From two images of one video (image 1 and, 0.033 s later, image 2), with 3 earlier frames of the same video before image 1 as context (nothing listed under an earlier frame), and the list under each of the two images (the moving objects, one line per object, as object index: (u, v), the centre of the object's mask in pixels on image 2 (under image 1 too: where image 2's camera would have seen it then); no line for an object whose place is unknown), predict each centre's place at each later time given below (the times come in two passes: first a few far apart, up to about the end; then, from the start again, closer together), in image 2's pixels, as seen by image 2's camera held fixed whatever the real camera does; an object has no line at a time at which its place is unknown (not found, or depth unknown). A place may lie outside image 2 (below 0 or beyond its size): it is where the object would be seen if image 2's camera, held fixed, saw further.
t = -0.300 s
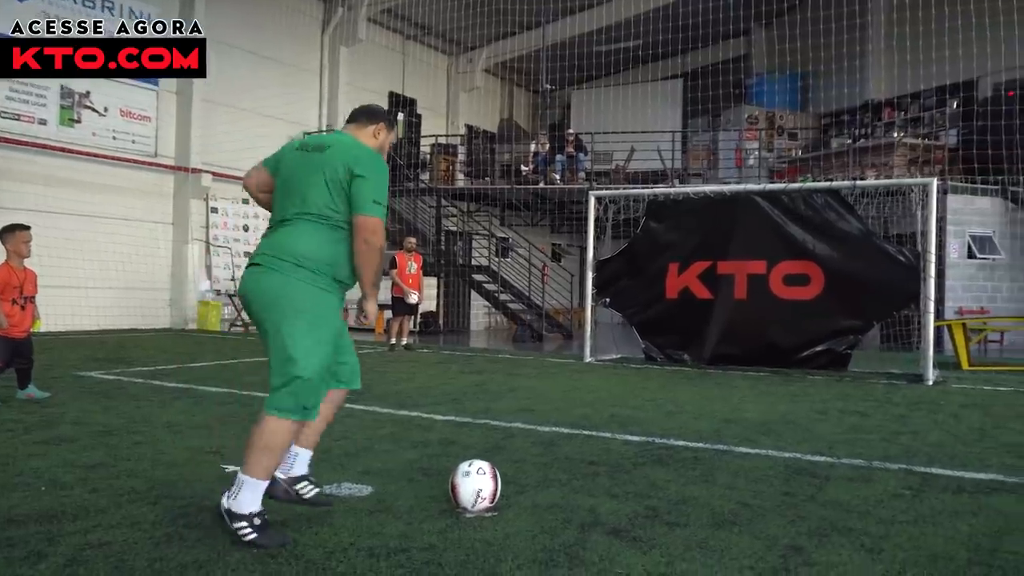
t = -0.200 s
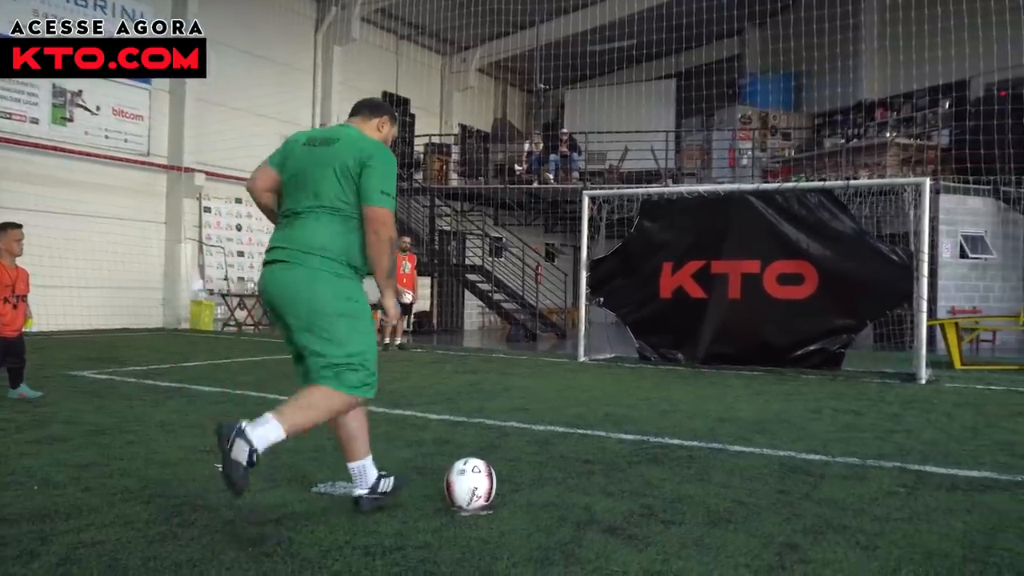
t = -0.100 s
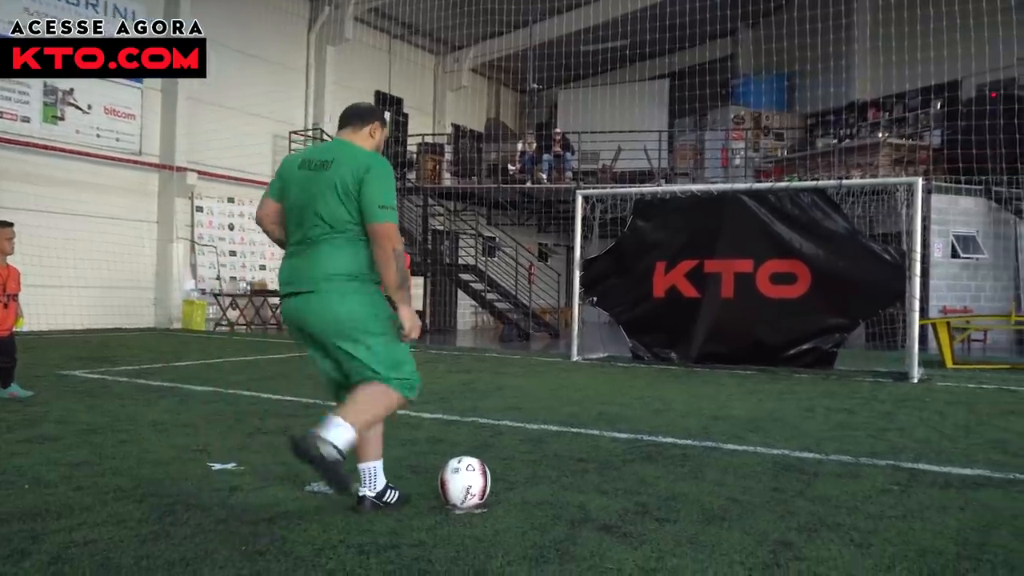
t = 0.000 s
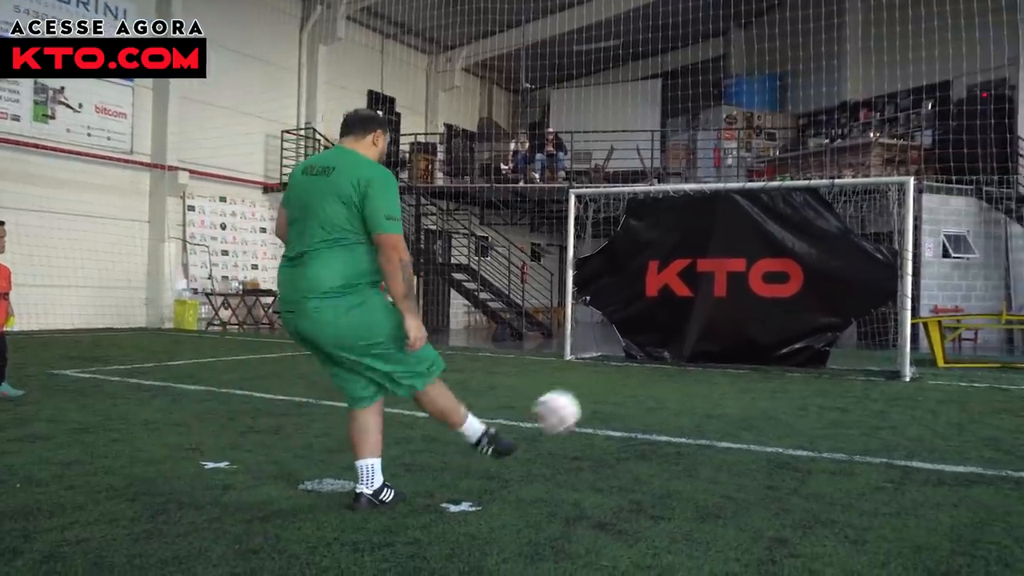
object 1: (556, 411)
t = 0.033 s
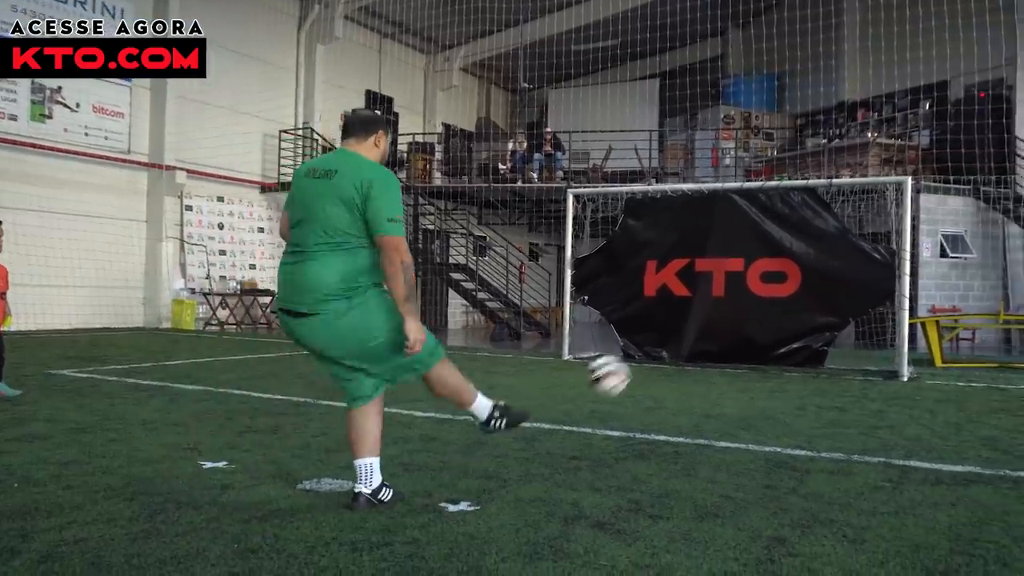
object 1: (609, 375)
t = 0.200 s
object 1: (775, 279)
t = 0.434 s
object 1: (870, 260)
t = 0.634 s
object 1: (881, 271)
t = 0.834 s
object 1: (888, 323)
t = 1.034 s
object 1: (895, 359)
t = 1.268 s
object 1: (895, 324)
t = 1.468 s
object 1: (896, 337)
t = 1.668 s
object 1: (895, 385)
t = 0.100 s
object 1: (691, 324)
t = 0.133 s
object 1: (722, 306)
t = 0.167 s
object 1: (750, 291)
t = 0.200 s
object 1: (775, 279)
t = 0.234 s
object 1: (794, 272)
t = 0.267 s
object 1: (812, 266)
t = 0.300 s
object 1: (828, 262)
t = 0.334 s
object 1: (842, 259)
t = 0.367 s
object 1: (854, 258)
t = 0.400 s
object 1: (865, 258)
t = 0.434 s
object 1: (870, 260)
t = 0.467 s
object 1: (873, 260)
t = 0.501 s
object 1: (876, 260)
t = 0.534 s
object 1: (877, 261)
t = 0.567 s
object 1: (878, 263)
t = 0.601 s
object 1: (881, 266)
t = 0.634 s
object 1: (881, 271)
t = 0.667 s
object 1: (882, 277)
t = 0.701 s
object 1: (883, 284)
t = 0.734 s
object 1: (884, 292)
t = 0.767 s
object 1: (886, 301)
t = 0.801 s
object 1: (887, 311)
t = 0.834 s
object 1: (888, 323)
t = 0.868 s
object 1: (890, 335)
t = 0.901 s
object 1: (891, 349)
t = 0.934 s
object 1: (892, 365)
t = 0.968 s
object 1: (893, 378)
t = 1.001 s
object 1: (893, 369)
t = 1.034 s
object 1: (895, 359)
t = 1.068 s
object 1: (894, 351)
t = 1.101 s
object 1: (894, 344)
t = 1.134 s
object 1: (894, 338)
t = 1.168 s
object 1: (894, 334)
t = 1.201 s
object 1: (893, 329)
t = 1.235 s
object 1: (894, 326)
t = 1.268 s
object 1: (895, 324)
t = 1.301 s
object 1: (895, 324)
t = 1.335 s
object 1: (896, 324)
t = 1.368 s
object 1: (895, 325)
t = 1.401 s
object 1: (896, 328)
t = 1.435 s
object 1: (896, 332)
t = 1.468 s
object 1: (896, 337)
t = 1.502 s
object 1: (896, 344)
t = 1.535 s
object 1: (896, 352)
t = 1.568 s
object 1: (895, 362)
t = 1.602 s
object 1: (894, 371)
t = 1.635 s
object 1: (895, 384)
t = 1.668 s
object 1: (895, 385)
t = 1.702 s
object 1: (897, 377)
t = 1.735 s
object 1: (898, 370)
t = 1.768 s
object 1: (898, 368)
